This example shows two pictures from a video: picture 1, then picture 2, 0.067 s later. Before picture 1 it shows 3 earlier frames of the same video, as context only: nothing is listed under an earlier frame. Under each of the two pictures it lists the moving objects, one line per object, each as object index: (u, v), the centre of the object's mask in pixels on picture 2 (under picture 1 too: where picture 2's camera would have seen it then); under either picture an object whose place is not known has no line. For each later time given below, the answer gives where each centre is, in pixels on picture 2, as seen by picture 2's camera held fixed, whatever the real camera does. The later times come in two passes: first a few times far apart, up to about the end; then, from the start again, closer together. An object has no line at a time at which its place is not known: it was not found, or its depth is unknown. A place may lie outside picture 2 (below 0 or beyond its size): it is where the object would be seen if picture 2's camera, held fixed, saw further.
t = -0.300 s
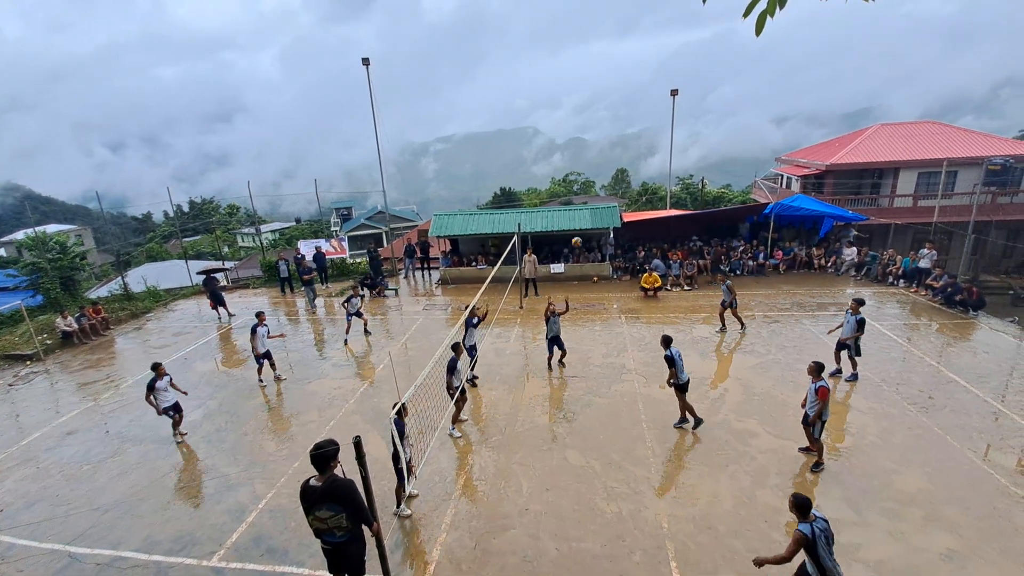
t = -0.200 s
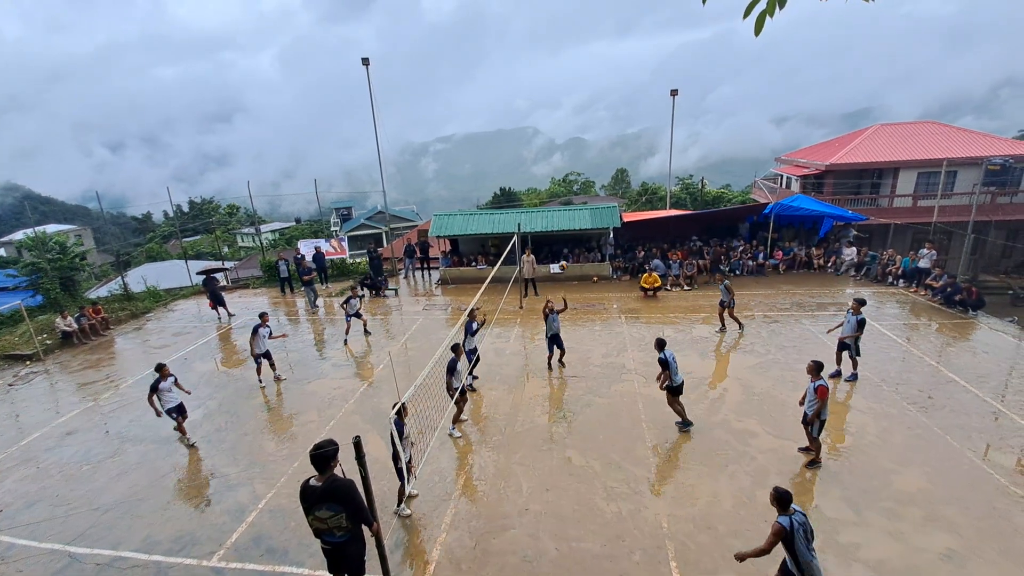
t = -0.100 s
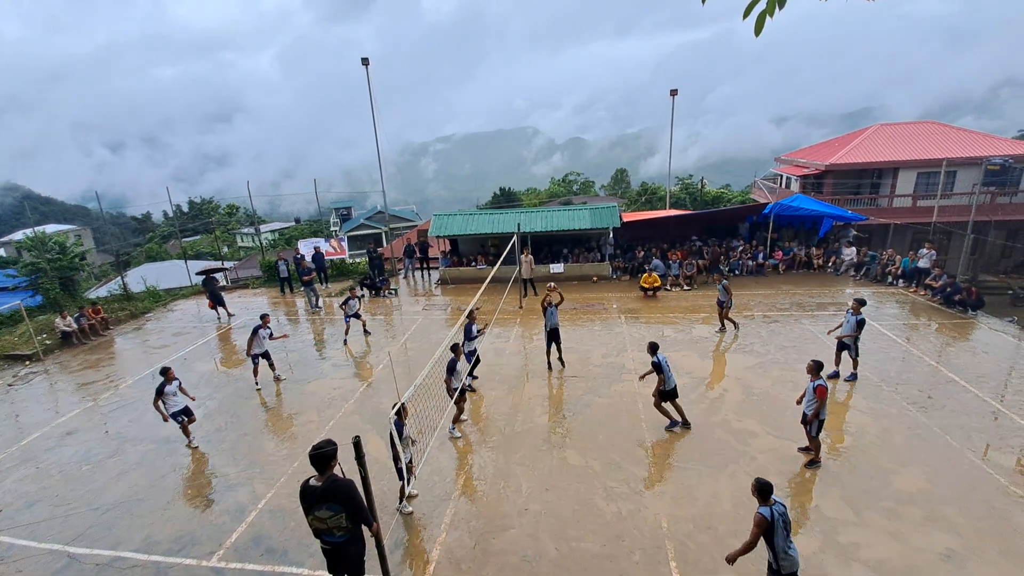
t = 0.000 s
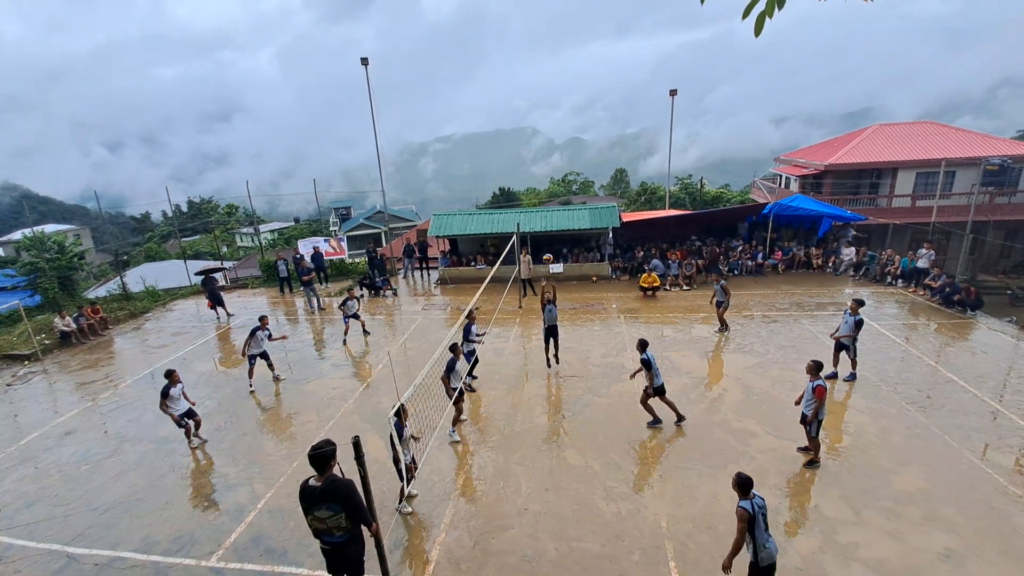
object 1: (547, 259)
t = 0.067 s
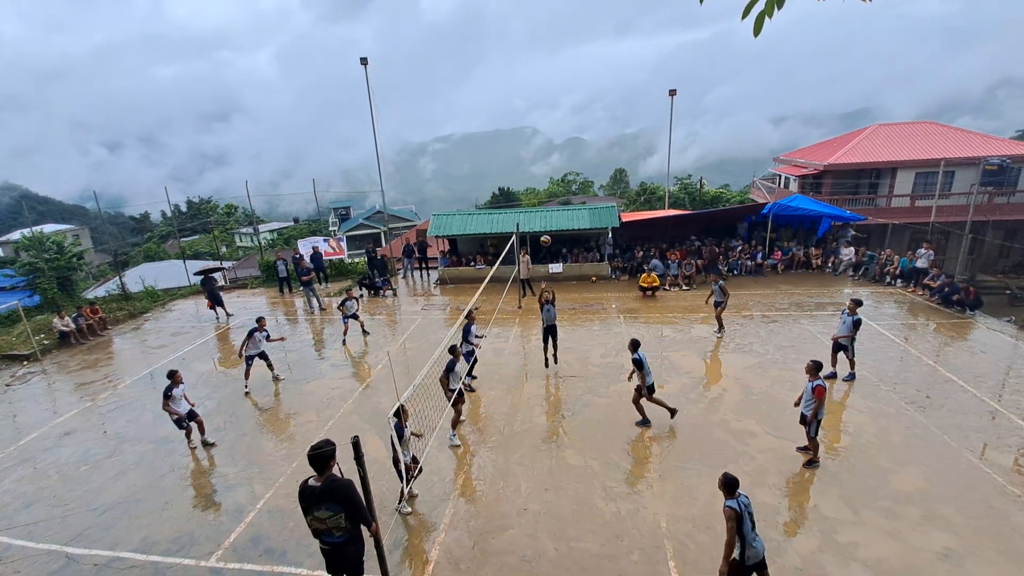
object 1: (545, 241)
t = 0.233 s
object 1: (540, 200)
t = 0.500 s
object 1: (531, 158)
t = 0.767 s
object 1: (524, 152)
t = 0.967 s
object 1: (520, 182)
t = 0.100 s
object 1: (545, 232)
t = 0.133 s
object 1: (543, 224)
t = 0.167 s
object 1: (542, 216)
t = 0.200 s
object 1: (541, 208)
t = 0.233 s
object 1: (540, 200)
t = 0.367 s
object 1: (536, 176)
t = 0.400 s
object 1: (535, 171)
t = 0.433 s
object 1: (534, 166)
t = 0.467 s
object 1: (533, 162)
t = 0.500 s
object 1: (531, 158)
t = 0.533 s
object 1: (530, 155)
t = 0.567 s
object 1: (529, 153)
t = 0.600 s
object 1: (529, 151)
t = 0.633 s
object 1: (528, 150)
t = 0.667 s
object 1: (527, 149)
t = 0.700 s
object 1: (526, 149)
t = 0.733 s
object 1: (525, 150)
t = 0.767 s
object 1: (524, 152)
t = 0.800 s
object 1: (523, 155)
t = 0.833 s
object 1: (523, 159)
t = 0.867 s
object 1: (522, 163)
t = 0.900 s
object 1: (521, 169)
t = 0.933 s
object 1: (521, 175)
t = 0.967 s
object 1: (520, 182)
